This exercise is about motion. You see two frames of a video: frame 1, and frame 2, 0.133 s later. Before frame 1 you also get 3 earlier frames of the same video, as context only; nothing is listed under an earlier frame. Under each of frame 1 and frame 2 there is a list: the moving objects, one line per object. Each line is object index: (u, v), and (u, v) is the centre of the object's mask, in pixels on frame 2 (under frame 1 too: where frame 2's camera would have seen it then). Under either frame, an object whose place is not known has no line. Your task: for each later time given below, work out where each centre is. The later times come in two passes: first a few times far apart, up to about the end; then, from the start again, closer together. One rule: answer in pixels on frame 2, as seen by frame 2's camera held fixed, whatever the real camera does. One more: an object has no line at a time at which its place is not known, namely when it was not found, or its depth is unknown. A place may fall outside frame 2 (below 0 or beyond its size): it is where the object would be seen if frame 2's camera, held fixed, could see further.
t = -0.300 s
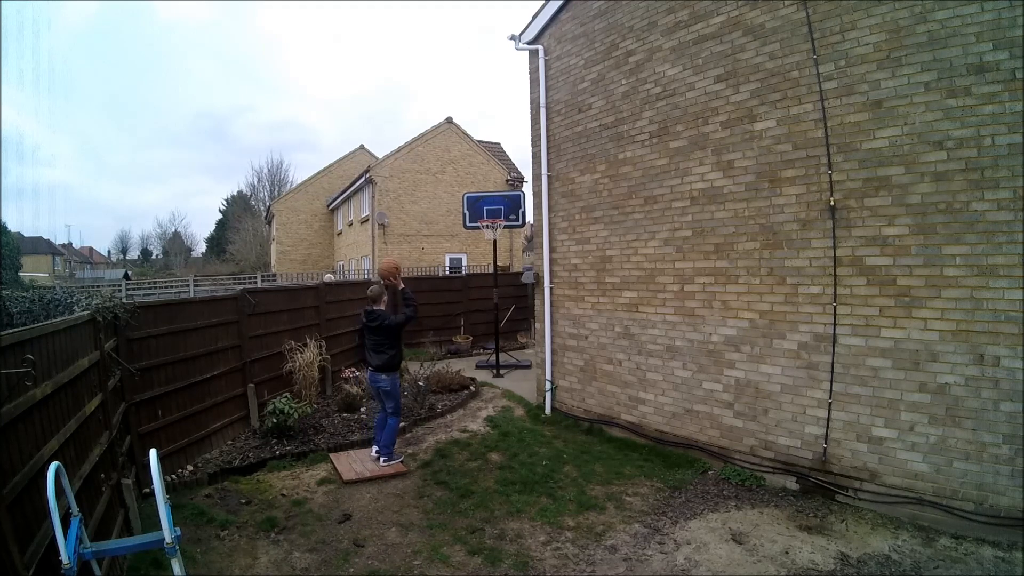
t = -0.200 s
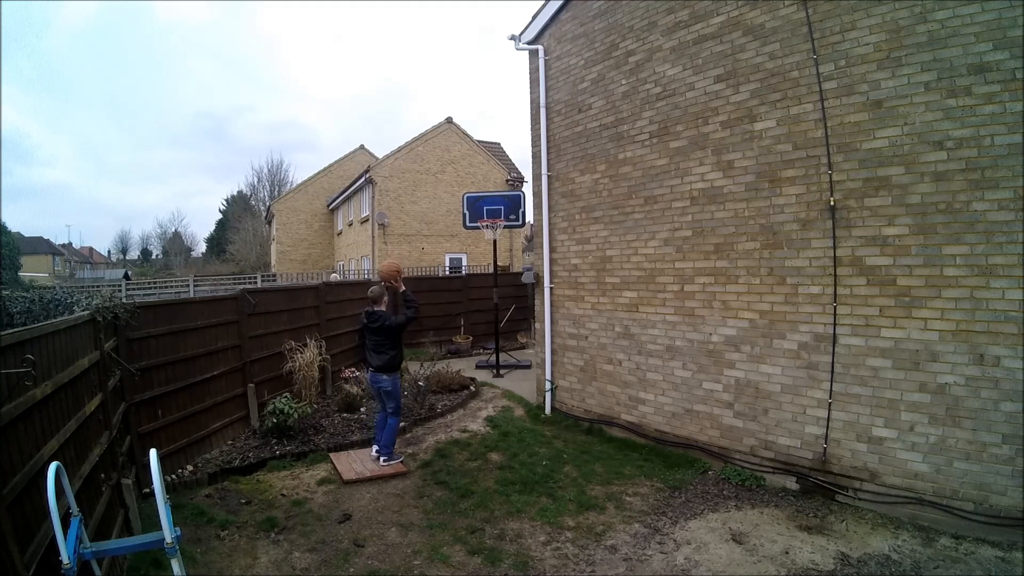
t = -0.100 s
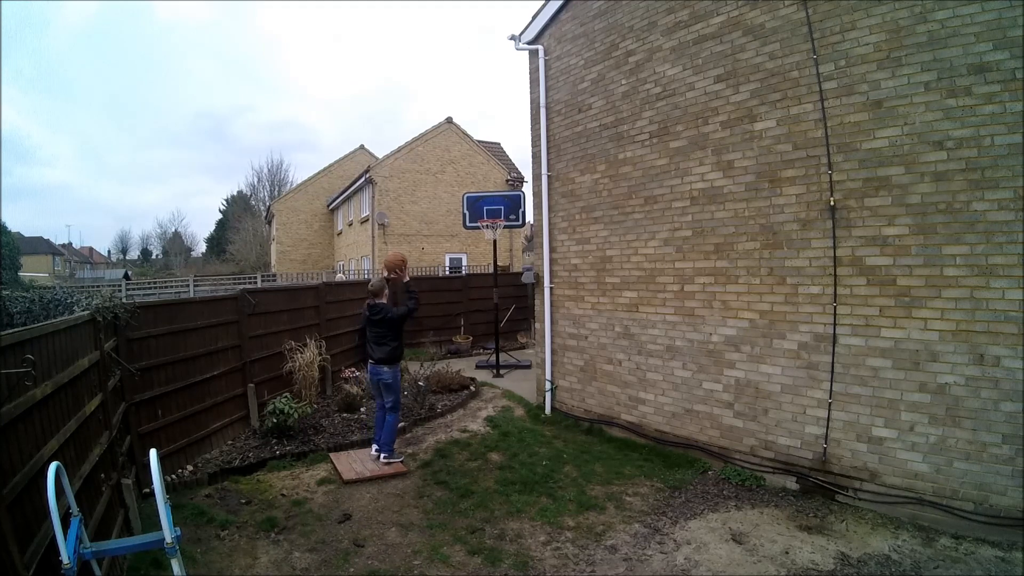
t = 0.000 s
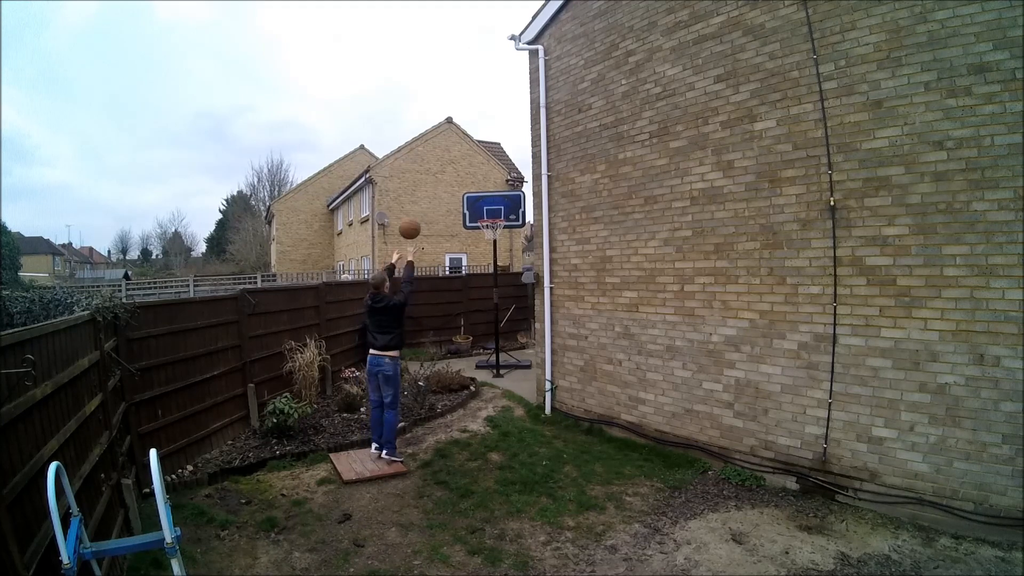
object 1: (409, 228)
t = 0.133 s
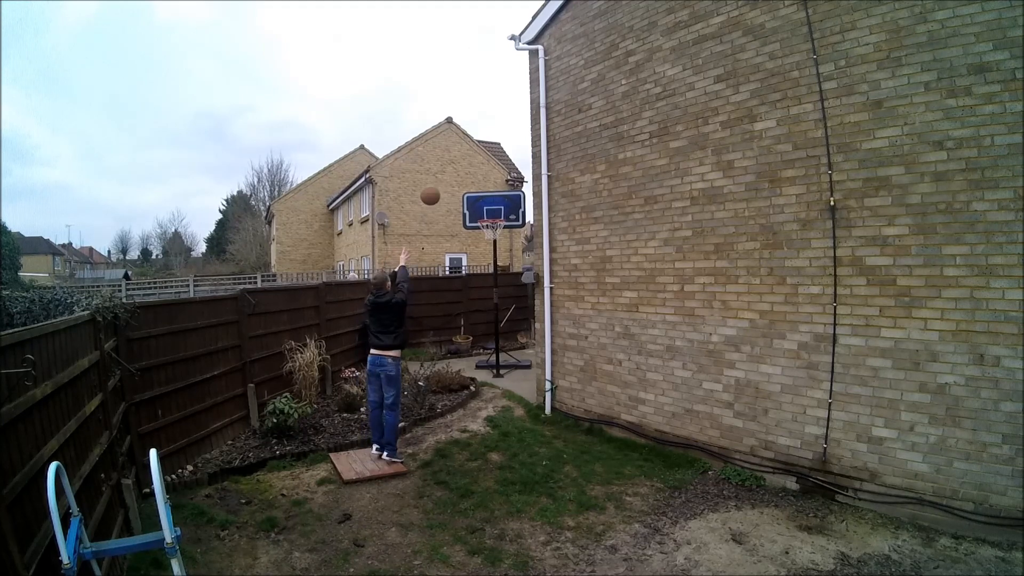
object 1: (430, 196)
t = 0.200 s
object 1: (439, 187)
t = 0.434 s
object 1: (465, 183)
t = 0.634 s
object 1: (481, 205)
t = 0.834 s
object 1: (497, 227)
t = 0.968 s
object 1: (493, 228)
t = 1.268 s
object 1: (484, 263)
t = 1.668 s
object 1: (475, 369)
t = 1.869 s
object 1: (467, 319)
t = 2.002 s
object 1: (463, 299)
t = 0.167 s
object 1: (435, 191)
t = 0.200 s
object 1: (439, 187)
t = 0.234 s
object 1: (443, 183)
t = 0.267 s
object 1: (447, 182)
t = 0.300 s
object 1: (451, 180)
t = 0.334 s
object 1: (455, 180)
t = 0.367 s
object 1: (458, 180)
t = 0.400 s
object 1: (462, 181)
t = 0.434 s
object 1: (465, 183)
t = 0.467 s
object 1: (468, 185)
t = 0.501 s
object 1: (471, 188)
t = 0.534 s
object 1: (474, 192)
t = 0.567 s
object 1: (476, 197)
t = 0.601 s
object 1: (479, 200)
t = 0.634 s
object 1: (481, 205)
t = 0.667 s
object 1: (483, 212)
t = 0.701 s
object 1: (486, 217)
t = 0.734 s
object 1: (491, 218)
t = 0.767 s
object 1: (496, 223)
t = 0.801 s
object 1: (497, 225)
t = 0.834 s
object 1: (497, 227)
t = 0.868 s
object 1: (496, 227)
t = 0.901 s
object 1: (495, 227)
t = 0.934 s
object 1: (495, 227)
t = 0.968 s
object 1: (493, 228)
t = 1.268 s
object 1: (484, 263)
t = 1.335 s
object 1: (481, 276)
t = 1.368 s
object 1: (480, 284)
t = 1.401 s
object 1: (480, 292)
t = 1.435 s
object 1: (479, 301)
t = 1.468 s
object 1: (478, 311)
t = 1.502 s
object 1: (478, 322)
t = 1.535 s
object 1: (477, 332)
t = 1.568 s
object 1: (476, 344)
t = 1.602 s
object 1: (476, 356)
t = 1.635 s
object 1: (475, 369)
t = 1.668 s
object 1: (475, 369)
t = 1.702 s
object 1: (473, 359)
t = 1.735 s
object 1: (472, 350)
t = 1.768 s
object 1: (471, 341)
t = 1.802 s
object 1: (469, 334)
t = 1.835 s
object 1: (468, 326)
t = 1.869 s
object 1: (467, 319)
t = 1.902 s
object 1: (466, 313)
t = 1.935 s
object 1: (465, 308)
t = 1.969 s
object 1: (464, 303)
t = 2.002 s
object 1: (463, 299)
